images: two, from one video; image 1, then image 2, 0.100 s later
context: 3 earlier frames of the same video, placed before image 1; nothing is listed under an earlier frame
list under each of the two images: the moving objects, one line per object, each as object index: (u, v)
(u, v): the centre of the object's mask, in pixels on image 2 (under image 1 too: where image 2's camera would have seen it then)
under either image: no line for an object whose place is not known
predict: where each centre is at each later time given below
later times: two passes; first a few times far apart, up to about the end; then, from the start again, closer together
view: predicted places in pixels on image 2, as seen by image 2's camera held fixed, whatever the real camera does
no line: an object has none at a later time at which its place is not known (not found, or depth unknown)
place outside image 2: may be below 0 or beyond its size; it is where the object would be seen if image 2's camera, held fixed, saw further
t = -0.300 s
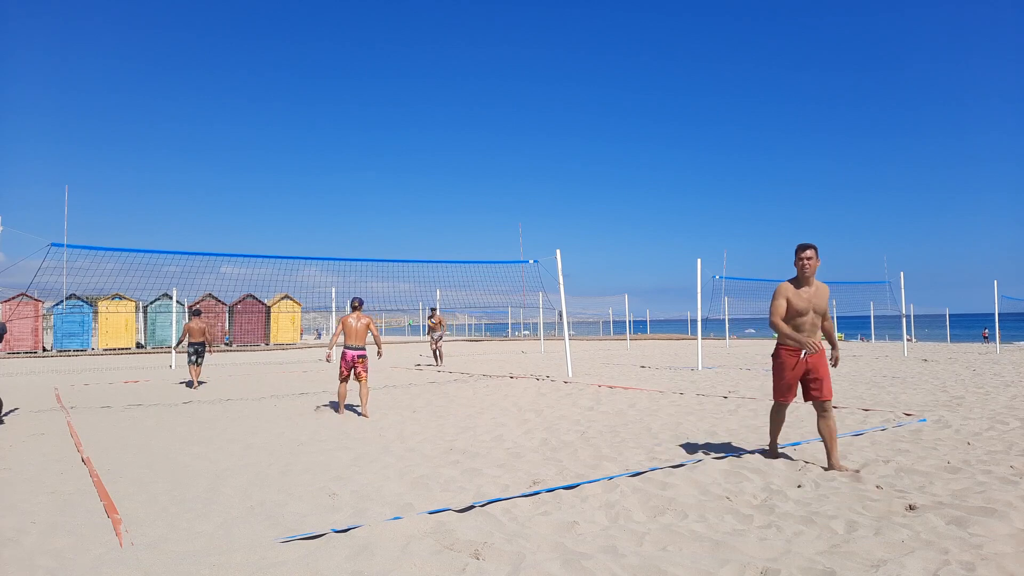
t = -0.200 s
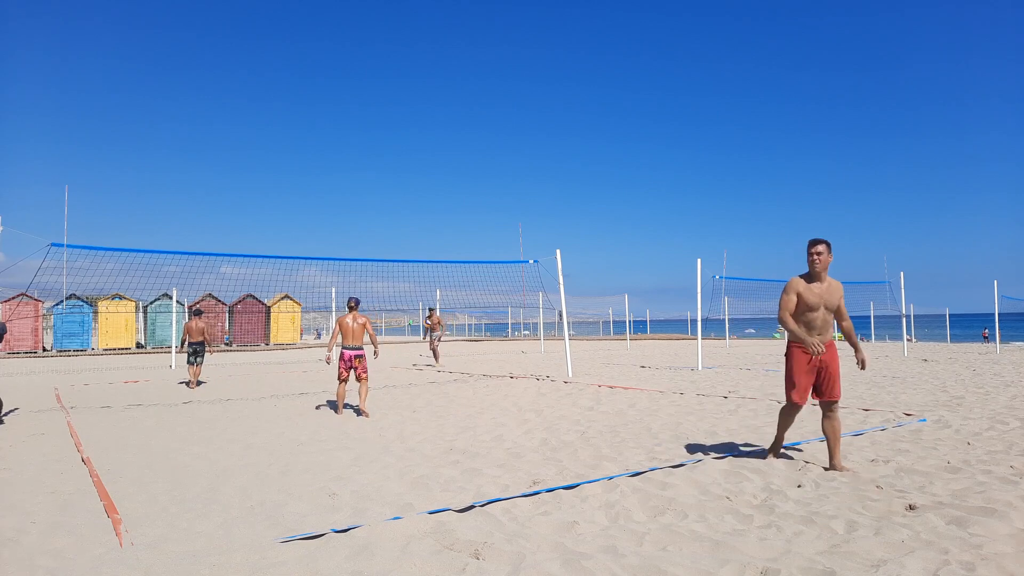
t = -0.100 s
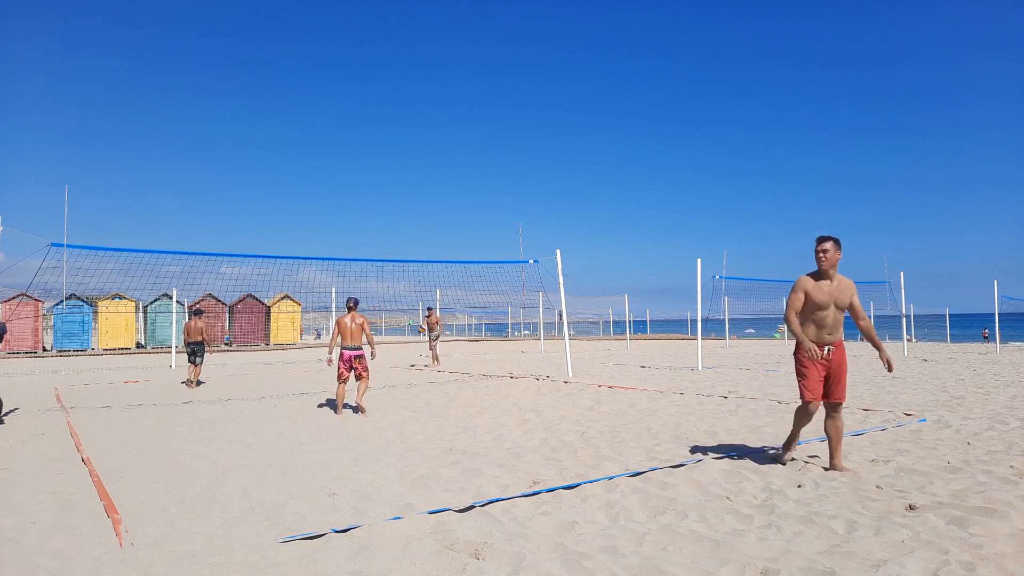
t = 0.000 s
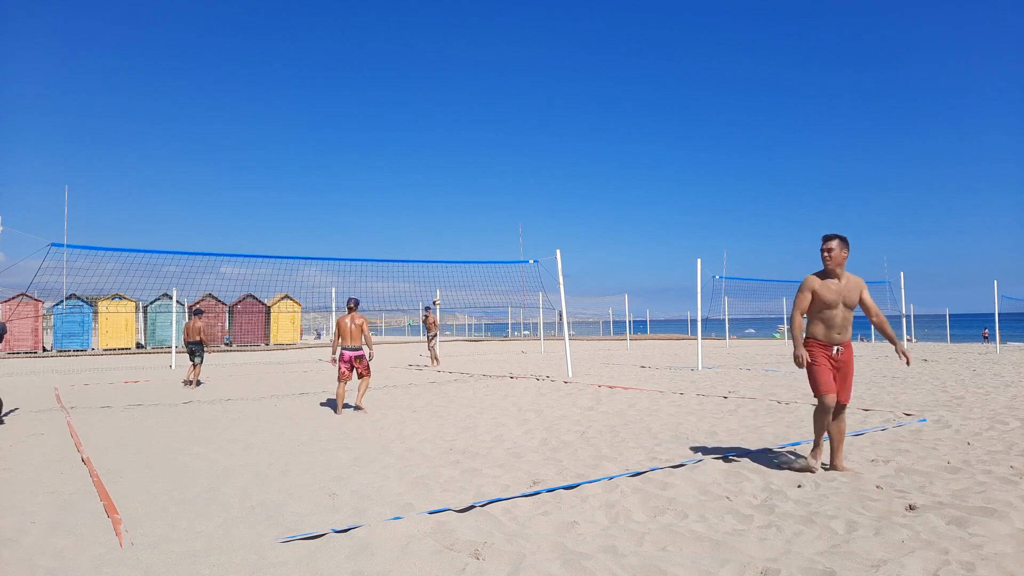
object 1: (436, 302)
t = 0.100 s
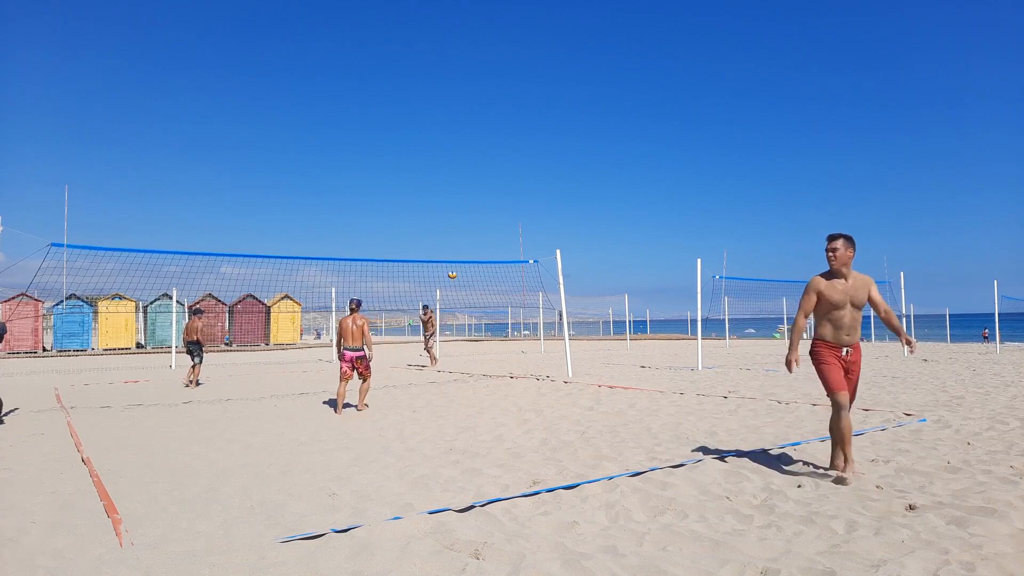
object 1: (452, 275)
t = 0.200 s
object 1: (469, 251)
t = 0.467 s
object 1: (520, 201)
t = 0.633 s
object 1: (555, 182)
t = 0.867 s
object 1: (607, 176)
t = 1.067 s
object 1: (653, 196)
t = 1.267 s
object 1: (705, 249)
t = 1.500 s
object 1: (769, 369)
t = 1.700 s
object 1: (821, 366)
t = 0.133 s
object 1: (457, 267)
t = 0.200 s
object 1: (469, 251)
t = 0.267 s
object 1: (481, 237)
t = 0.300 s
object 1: (487, 230)
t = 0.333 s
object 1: (494, 223)
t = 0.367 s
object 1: (500, 217)
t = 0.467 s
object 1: (520, 201)
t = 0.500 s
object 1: (526, 196)
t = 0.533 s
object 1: (534, 192)
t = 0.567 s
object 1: (541, 188)
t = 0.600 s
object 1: (548, 185)
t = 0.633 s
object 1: (555, 182)
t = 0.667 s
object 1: (562, 179)
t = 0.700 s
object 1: (570, 178)
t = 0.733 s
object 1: (577, 176)
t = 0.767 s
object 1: (584, 175)
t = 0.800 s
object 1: (592, 175)
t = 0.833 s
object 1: (599, 175)
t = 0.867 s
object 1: (607, 176)
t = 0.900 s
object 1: (614, 177)
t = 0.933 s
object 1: (622, 179)
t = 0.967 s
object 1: (629, 182)
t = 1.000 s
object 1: (637, 186)
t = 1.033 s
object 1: (645, 190)
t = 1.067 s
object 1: (653, 196)
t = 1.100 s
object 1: (662, 202)
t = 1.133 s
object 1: (670, 210)
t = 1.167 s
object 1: (678, 218)
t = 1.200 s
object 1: (687, 227)
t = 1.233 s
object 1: (696, 238)
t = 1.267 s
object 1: (705, 249)
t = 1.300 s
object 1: (713, 263)
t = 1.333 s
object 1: (722, 277)
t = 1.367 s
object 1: (731, 291)
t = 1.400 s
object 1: (741, 309)
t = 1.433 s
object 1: (750, 327)
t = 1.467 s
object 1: (759, 347)
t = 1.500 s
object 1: (769, 369)
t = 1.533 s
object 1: (780, 393)
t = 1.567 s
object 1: (789, 409)
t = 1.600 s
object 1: (797, 397)
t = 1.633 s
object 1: (805, 386)
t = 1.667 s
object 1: (812, 375)
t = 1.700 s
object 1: (821, 366)
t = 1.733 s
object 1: (829, 357)
